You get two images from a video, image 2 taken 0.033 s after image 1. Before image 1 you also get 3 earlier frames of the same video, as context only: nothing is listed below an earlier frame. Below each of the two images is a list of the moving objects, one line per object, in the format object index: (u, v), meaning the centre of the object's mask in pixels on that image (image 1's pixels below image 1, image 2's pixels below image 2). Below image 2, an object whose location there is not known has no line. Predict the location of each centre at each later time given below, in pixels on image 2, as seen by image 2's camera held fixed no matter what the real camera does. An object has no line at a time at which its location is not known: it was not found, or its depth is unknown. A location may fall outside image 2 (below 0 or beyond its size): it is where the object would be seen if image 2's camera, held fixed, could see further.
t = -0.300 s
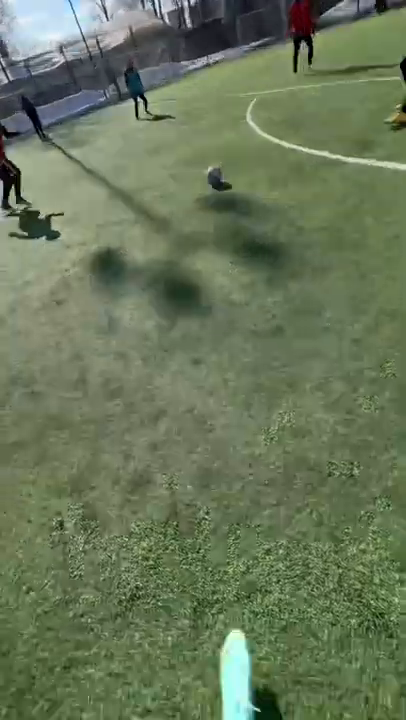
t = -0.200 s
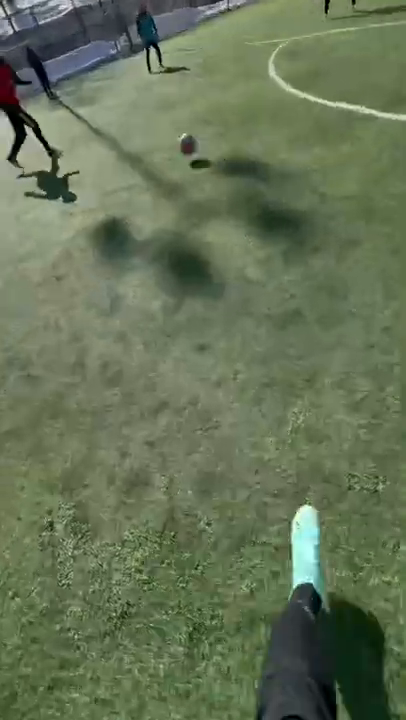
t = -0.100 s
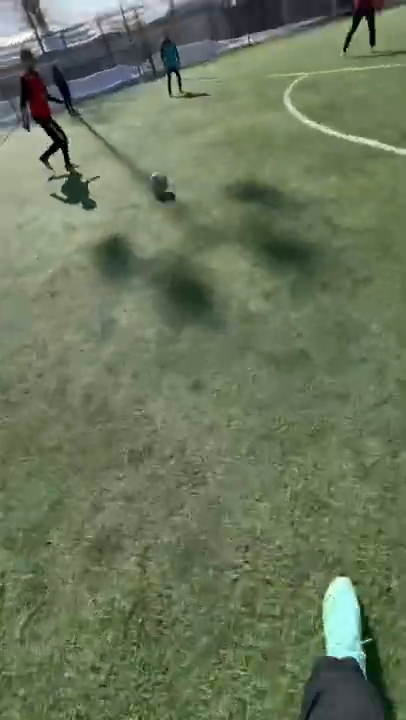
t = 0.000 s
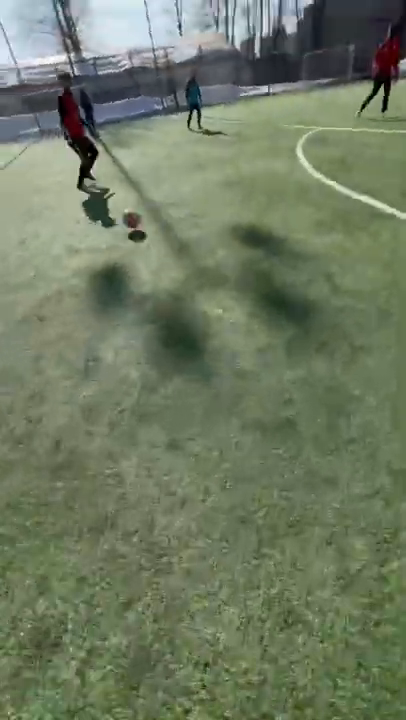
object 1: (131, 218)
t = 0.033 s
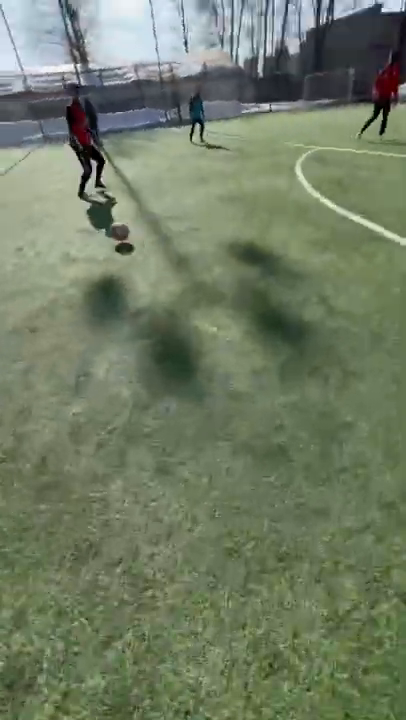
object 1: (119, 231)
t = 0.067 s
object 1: (110, 231)
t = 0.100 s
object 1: (104, 234)
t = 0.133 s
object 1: (96, 231)
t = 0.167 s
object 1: (89, 231)
